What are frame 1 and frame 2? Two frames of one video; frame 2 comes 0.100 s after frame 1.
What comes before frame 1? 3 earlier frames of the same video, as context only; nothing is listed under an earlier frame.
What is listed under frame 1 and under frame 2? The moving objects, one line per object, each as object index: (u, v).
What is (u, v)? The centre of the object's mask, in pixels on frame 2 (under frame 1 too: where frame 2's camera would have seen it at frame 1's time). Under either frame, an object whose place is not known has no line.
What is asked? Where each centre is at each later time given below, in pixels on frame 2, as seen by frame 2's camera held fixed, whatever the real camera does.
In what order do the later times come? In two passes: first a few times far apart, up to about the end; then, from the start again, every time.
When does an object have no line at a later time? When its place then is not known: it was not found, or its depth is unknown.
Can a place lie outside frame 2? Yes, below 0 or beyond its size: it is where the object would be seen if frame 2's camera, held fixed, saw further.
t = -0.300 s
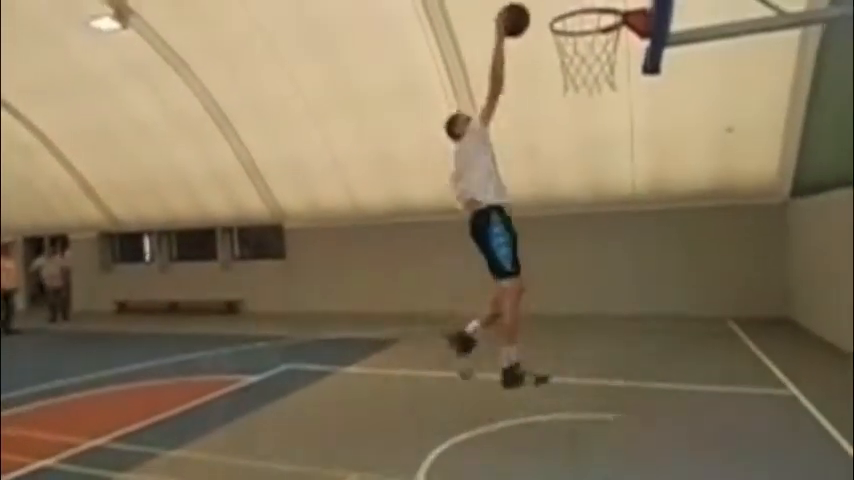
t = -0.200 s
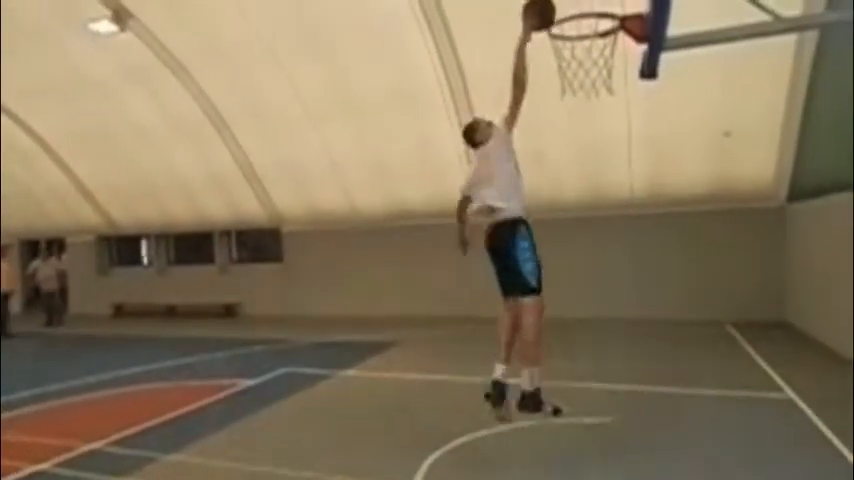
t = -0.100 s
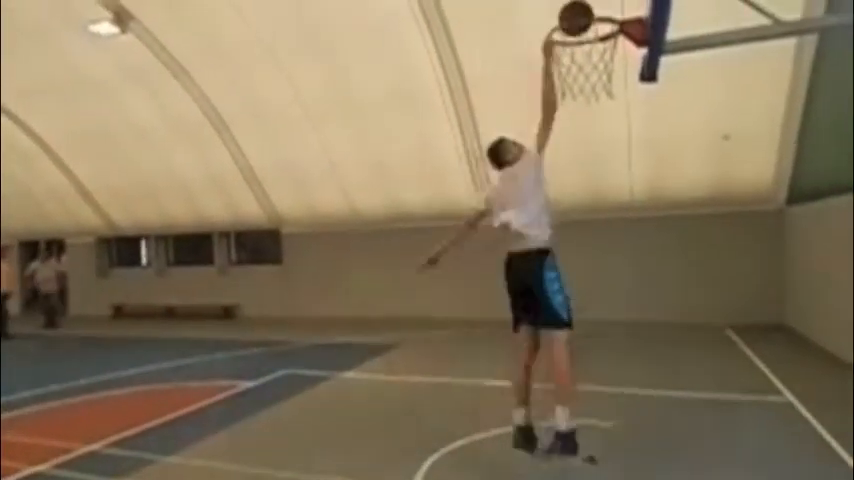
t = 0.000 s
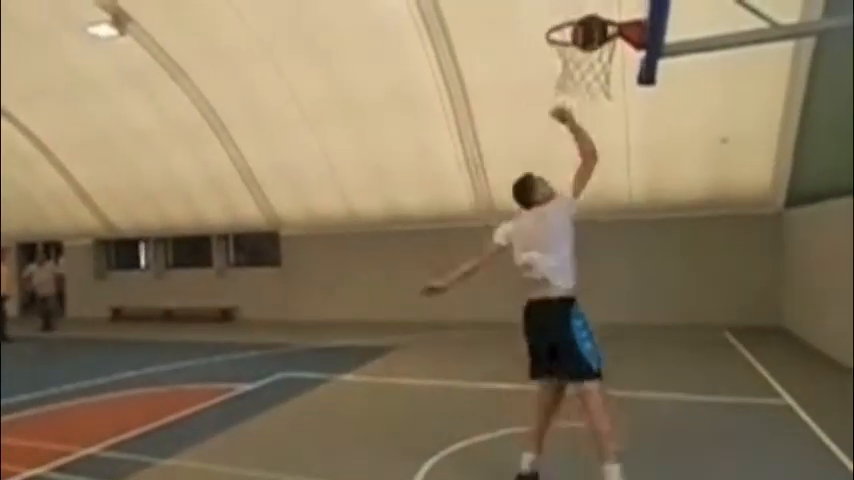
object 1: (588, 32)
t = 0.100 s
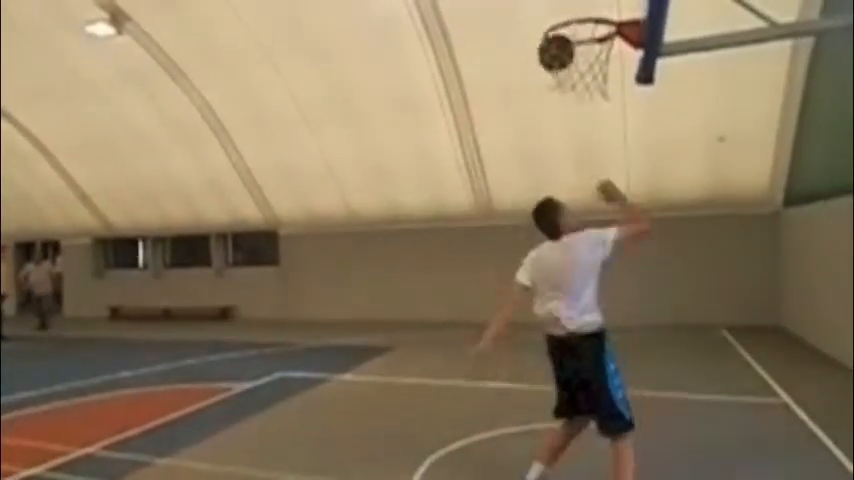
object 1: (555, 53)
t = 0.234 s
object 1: (535, 75)
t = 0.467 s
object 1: (514, 164)
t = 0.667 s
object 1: (497, 298)
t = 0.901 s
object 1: (481, 425)
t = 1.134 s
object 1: (471, 286)
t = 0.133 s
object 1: (547, 59)
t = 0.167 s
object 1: (542, 64)
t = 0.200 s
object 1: (538, 68)
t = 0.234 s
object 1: (535, 75)
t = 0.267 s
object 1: (532, 83)
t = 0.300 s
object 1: (528, 93)
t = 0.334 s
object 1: (525, 104)
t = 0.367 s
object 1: (522, 117)
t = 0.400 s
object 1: (519, 131)
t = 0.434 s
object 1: (516, 147)
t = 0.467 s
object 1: (514, 164)
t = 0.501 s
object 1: (510, 183)
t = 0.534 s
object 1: (508, 203)
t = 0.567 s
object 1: (505, 225)
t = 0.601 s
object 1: (502, 248)
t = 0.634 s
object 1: (500, 272)
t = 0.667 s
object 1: (497, 298)
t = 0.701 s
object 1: (494, 325)
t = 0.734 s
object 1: (491, 354)
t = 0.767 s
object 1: (487, 385)
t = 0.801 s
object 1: (486, 416)
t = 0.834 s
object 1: (484, 449)
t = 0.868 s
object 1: (482, 451)
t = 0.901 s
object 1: (481, 425)
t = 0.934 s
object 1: (480, 401)
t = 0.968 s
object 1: (478, 378)
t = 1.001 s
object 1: (477, 356)
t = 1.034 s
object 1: (476, 336)
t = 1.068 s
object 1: (474, 318)
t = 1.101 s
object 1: (472, 301)
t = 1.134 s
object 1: (471, 286)
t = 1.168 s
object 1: (470, 272)
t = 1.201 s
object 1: (469, 260)
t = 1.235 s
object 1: (469, 248)
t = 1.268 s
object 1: (470, 240)
